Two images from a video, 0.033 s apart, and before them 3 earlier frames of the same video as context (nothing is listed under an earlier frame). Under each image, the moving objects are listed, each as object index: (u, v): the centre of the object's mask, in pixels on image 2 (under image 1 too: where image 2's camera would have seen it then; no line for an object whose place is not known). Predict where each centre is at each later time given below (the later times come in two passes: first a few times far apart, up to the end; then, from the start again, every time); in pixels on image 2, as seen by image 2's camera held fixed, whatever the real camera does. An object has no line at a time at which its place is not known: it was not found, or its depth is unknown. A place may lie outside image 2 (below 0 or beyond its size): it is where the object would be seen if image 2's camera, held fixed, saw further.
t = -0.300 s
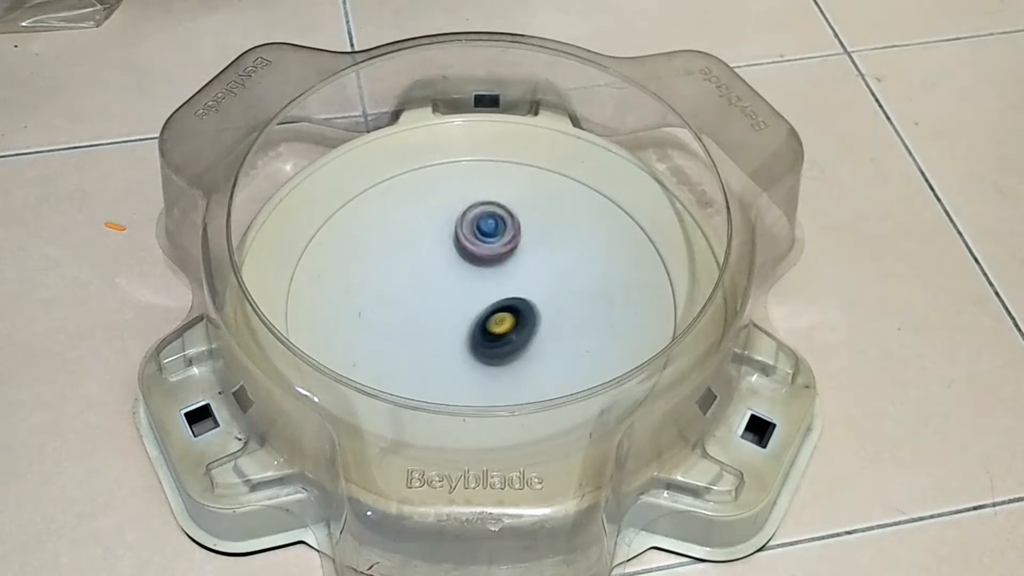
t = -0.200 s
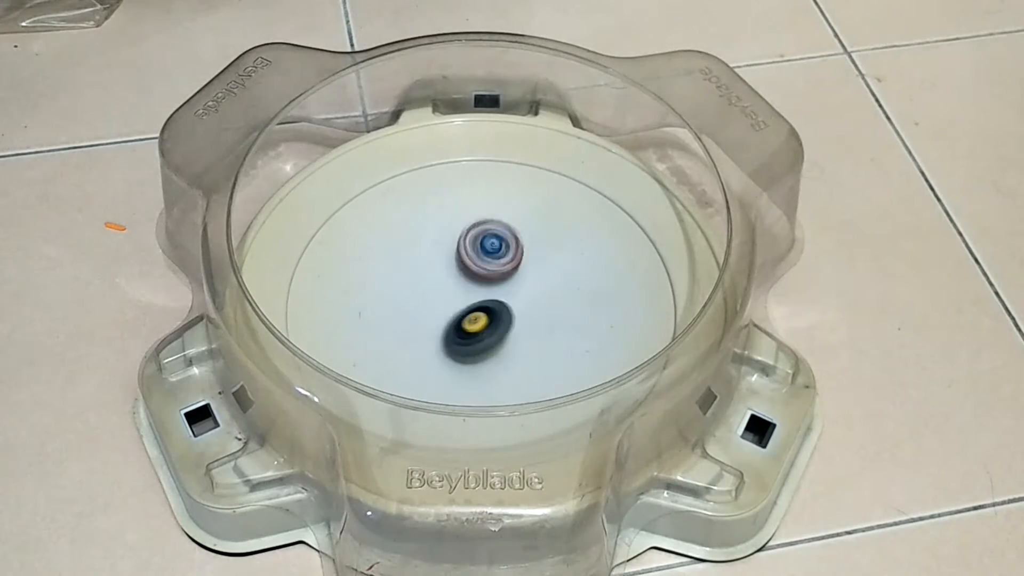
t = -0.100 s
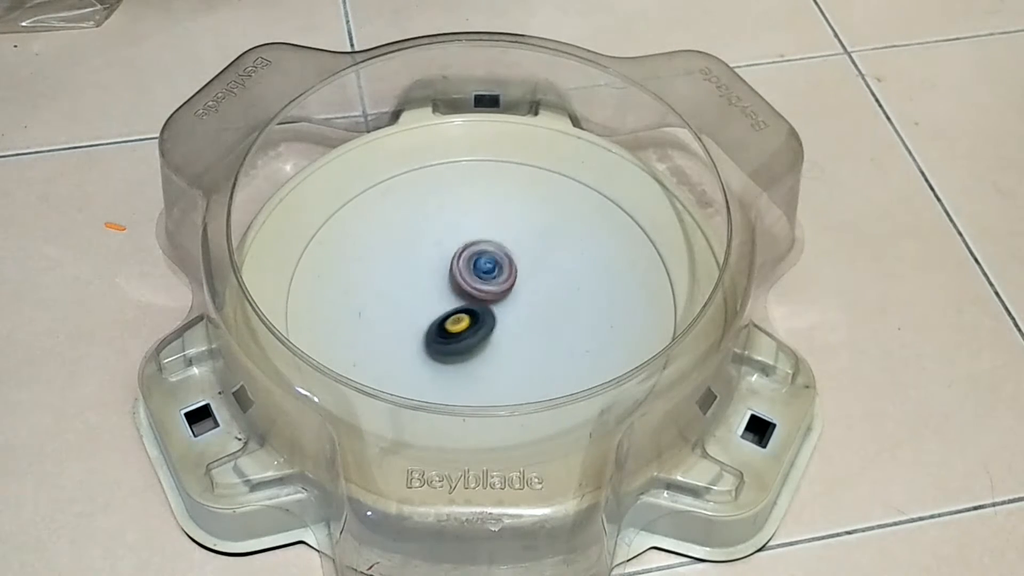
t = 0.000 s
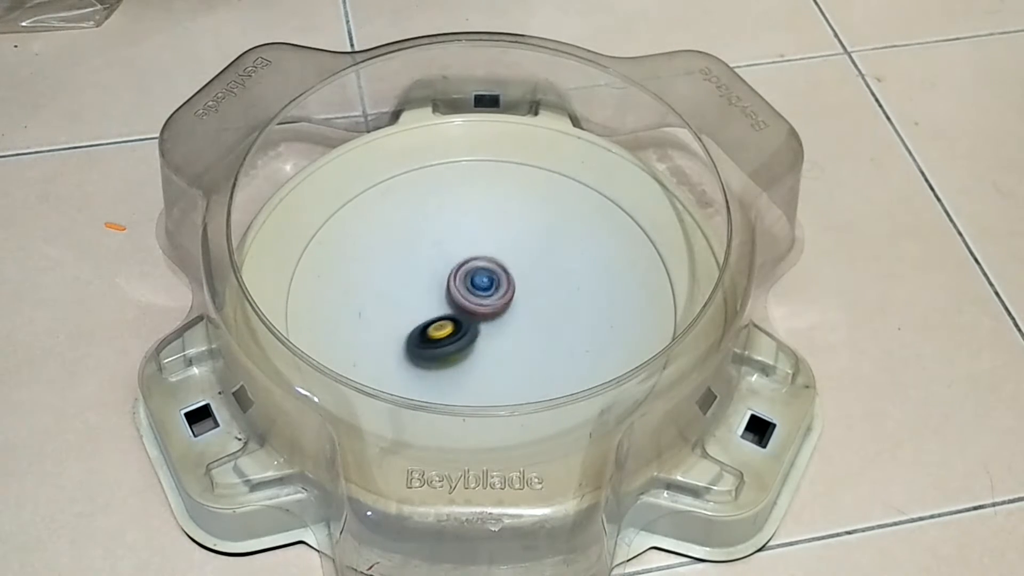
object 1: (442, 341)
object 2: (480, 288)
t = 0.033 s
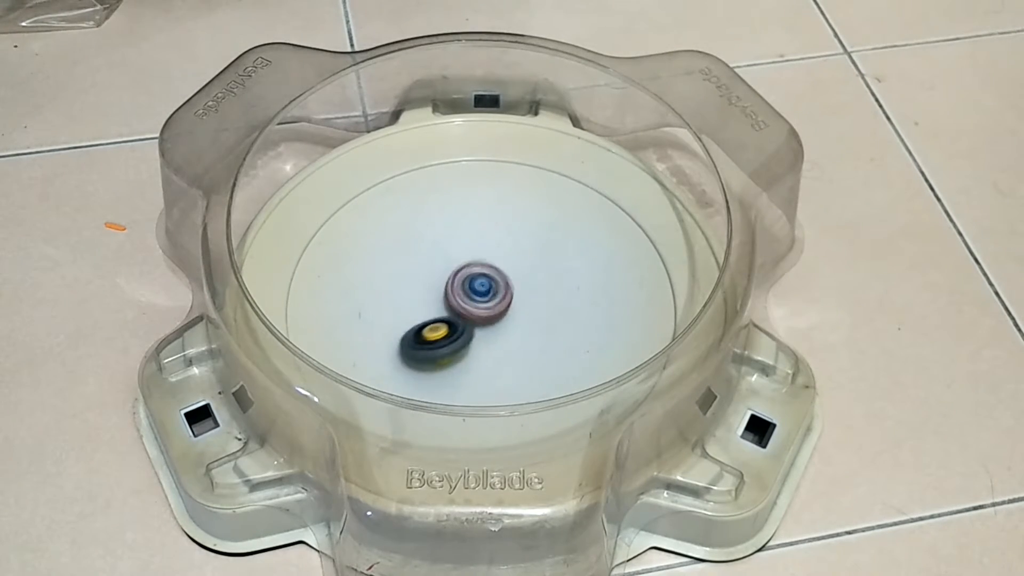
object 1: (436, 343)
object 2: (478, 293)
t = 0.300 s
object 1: (398, 358)
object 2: (473, 313)
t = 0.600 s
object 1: (421, 314)
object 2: (492, 303)
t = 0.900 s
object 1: (461, 265)
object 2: (533, 300)
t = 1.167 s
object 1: (484, 248)
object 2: (496, 309)
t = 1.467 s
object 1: (508, 246)
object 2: (446, 308)
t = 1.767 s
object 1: (547, 291)
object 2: (433, 291)
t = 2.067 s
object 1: (535, 329)
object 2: (458, 305)
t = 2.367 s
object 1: (544, 375)
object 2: (430, 270)
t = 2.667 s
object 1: (458, 339)
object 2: (474, 286)
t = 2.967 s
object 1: (413, 318)
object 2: (504, 260)
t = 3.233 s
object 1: (425, 277)
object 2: (517, 266)
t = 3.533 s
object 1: (469, 242)
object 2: (488, 307)
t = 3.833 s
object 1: (512, 254)
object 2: (479, 350)
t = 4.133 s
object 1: (539, 306)
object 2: (469, 347)
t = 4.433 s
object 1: (541, 344)
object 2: (475, 302)
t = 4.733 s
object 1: (490, 356)
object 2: (463, 265)
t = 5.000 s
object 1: (429, 341)
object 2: (473, 267)
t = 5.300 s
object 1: (406, 302)
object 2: (478, 308)
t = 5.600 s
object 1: (447, 264)
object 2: (493, 342)
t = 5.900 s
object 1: (497, 254)
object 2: (488, 340)
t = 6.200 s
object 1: (544, 275)
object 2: (481, 305)
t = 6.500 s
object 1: (557, 318)
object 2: (470, 278)
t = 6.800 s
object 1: (516, 359)
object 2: (481, 287)
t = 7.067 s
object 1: (456, 367)
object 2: (476, 307)
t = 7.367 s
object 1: (417, 327)
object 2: (483, 293)
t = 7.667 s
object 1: (431, 262)
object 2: (499, 277)
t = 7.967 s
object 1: (492, 234)
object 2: (495, 299)
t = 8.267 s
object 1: (538, 282)
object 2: (482, 329)
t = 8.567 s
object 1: (546, 346)
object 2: (466, 332)
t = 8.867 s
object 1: (481, 367)
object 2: (478, 303)
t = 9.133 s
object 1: (414, 334)
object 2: (491, 285)
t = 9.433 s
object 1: (465, 327)
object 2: (498, 276)
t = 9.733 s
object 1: (451, 374)
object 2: (500, 275)
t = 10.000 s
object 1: (472, 337)
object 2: (497, 295)
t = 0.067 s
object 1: (431, 346)
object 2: (477, 298)
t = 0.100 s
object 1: (422, 351)
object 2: (477, 301)
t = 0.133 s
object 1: (412, 357)
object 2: (478, 304)
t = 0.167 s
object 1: (406, 360)
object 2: (477, 305)
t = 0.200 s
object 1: (402, 362)
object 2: (476, 307)
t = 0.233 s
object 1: (400, 362)
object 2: (475, 309)
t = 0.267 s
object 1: (399, 361)
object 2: (473, 311)
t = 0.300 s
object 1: (398, 358)
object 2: (473, 313)
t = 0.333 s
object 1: (398, 355)
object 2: (471, 314)
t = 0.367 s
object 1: (399, 351)
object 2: (470, 316)
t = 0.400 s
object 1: (402, 346)
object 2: (469, 316)
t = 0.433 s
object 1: (405, 341)
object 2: (469, 316)
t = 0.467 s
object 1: (406, 334)
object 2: (473, 315)
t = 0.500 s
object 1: (406, 333)
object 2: (477, 313)
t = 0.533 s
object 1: (410, 327)
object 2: (482, 310)
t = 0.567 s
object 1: (415, 321)
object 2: (486, 306)
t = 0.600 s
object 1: (421, 314)
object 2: (492, 303)
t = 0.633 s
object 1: (427, 309)
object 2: (497, 300)
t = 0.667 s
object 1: (432, 302)
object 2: (503, 297)
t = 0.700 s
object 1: (438, 296)
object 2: (508, 295)
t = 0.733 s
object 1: (443, 290)
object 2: (515, 294)
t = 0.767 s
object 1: (446, 284)
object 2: (520, 293)
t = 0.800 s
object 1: (451, 279)
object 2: (525, 293)
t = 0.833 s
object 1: (455, 275)
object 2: (530, 295)
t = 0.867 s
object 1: (458, 269)
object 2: (532, 297)
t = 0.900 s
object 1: (461, 265)
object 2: (533, 300)
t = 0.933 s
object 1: (463, 261)
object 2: (533, 302)
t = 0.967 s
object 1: (467, 258)
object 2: (531, 304)
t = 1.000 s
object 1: (470, 255)
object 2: (528, 307)
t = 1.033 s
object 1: (474, 253)
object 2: (523, 310)
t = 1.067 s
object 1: (477, 251)
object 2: (516, 312)
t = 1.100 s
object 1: (479, 250)
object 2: (509, 311)
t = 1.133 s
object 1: (481, 249)
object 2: (502, 311)
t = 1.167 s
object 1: (484, 248)
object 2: (496, 309)
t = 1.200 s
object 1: (487, 247)
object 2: (490, 308)
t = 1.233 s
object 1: (490, 244)
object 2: (485, 312)
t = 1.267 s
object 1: (493, 241)
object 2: (479, 314)
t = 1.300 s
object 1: (496, 238)
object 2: (473, 315)
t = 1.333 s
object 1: (499, 238)
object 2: (467, 315)
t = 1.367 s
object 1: (501, 238)
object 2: (460, 314)
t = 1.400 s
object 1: (504, 240)
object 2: (455, 313)
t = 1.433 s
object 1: (507, 243)
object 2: (450, 310)
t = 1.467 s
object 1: (508, 246)
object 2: (446, 308)
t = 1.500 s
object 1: (510, 251)
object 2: (444, 304)
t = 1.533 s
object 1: (510, 257)
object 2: (442, 300)
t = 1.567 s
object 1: (511, 263)
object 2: (443, 296)
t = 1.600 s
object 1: (513, 270)
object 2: (445, 293)
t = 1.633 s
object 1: (521, 276)
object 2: (440, 292)
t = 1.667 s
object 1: (530, 280)
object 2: (436, 291)
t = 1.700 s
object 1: (537, 284)
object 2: (433, 291)
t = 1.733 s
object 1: (543, 288)
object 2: (433, 292)
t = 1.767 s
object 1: (547, 291)
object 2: (433, 291)
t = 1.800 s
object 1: (550, 295)
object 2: (433, 292)
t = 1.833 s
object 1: (551, 298)
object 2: (435, 293)
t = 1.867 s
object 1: (552, 303)
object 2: (437, 293)
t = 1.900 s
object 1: (551, 307)
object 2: (440, 294)
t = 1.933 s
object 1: (549, 312)
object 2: (443, 296)
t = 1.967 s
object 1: (546, 317)
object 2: (446, 298)
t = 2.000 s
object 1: (543, 320)
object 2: (449, 300)
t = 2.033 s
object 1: (539, 325)
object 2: (454, 302)
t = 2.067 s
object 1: (535, 329)
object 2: (458, 305)
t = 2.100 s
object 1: (530, 334)
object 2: (464, 308)
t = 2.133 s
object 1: (533, 340)
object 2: (458, 304)
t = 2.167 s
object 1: (542, 351)
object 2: (447, 296)
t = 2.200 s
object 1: (549, 360)
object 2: (439, 291)
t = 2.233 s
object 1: (553, 367)
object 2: (433, 287)
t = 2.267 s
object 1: (555, 371)
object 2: (431, 283)
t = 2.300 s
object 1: (554, 373)
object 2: (429, 278)
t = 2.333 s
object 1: (550, 374)
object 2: (428, 274)
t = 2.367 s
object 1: (544, 375)
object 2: (430, 270)
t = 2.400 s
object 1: (537, 375)
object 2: (432, 267)
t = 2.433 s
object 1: (529, 374)
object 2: (438, 266)
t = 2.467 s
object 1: (520, 372)
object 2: (444, 265)
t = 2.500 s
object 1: (510, 367)
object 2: (450, 267)
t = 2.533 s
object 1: (500, 363)
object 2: (456, 270)
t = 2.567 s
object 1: (490, 357)
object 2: (460, 273)
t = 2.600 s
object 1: (480, 351)
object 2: (465, 277)
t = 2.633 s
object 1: (469, 345)
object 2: (471, 282)
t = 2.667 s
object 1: (458, 339)
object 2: (474, 286)
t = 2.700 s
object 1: (448, 335)
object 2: (480, 285)
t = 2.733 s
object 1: (439, 335)
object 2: (484, 283)
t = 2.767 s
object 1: (431, 336)
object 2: (486, 280)
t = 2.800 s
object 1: (425, 335)
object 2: (490, 277)
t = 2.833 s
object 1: (422, 333)
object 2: (491, 274)
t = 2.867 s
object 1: (419, 330)
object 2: (494, 271)
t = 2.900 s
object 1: (417, 326)
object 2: (498, 267)
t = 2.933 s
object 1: (414, 322)
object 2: (501, 263)
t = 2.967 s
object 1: (413, 318)
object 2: (504, 260)
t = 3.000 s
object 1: (412, 313)
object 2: (508, 256)
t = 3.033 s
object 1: (413, 308)
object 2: (512, 254)
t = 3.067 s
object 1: (414, 304)
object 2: (515, 253)
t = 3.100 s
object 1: (415, 298)
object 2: (517, 254)
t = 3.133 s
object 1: (417, 293)
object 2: (518, 256)
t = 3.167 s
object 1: (419, 288)
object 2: (519, 258)
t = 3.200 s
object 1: (422, 283)
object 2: (518, 261)
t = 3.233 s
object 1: (425, 277)
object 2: (517, 266)
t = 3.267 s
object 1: (429, 272)
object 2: (515, 270)
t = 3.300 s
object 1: (434, 268)
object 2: (512, 275)
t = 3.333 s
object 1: (438, 263)
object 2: (509, 280)
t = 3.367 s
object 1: (443, 259)
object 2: (506, 284)
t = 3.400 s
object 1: (447, 255)
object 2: (502, 289)
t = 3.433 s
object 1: (452, 251)
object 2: (498, 293)
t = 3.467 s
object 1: (457, 248)
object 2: (495, 297)
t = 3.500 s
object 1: (463, 244)
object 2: (491, 302)
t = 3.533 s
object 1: (469, 242)
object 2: (488, 307)
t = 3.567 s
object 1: (475, 242)
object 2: (486, 313)
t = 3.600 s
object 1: (480, 241)
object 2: (484, 318)
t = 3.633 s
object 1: (486, 241)
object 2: (483, 323)
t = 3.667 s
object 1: (491, 241)
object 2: (481, 327)
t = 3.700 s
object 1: (496, 242)
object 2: (481, 333)
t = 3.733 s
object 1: (500, 245)
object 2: (480, 337)
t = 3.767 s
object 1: (504, 248)
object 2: (479, 342)
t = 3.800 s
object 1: (509, 251)
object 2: (480, 347)
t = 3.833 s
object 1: (512, 254)
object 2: (479, 350)
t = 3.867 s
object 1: (515, 259)
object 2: (479, 354)
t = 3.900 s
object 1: (519, 264)
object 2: (478, 358)
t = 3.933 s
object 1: (522, 270)
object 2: (476, 360)
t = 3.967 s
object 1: (525, 276)
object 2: (473, 362)
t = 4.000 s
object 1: (528, 283)
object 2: (472, 361)
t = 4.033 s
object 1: (532, 289)
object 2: (470, 359)
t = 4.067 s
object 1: (534, 295)
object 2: (468, 356)
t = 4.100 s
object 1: (536, 300)
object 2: (468, 352)
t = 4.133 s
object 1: (539, 306)
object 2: (469, 347)
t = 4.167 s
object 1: (541, 312)
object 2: (469, 342)
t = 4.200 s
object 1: (543, 317)
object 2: (472, 338)
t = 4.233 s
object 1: (544, 323)
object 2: (473, 332)
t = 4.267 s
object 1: (545, 327)
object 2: (475, 328)
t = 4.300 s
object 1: (544, 331)
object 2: (477, 323)
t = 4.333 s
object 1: (544, 335)
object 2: (477, 318)
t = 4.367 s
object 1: (544, 338)
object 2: (476, 313)
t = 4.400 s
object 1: (543, 341)
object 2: (476, 307)
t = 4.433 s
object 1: (541, 344)
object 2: (475, 302)
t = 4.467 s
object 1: (538, 347)
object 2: (474, 298)
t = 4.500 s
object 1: (534, 349)
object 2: (473, 294)
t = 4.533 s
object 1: (529, 352)
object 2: (472, 289)
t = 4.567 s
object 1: (524, 354)
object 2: (470, 285)
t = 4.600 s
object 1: (518, 355)
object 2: (469, 281)
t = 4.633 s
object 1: (511, 356)
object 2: (467, 276)
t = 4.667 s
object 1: (505, 357)
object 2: (465, 272)
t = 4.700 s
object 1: (497, 357)
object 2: (464, 269)
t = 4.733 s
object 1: (490, 356)
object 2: (463, 265)
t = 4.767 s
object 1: (482, 355)
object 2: (463, 262)
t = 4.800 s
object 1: (474, 354)
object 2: (464, 259)
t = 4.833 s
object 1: (466, 352)
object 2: (465, 258)
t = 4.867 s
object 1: (458, 350)
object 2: (467, 259)
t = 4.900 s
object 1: (451, 348)
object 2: (469, 260)
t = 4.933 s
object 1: (443, 345)
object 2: (470, 261)
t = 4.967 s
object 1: (436, 343)
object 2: (470, 264)
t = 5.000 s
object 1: (429, 341)
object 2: (473, 267)
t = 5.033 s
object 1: (423, 338)
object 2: (474, 271)
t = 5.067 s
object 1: (418, 334)
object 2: (474, 275)
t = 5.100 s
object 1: (413, 329)
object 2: (476, 280)
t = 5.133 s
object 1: (410, 325)
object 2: (476, 284)
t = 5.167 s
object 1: (407, 320)
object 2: (476, 289)
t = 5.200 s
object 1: (405, 316)
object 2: (477, 294)
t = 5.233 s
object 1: (404, 312)
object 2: (478, 298)
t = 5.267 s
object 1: (405, 307)
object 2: (477, 302)
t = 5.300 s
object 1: (406, 302)
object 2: (478, 308)
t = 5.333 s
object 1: (408, 299)
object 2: (480, 312)
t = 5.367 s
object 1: (411, 295)
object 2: (480, 315)
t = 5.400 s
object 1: (415, 290)
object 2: (482, 320)
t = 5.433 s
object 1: (419, 285)
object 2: (485, 324)
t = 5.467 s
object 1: (424, 281)
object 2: (486, 327)
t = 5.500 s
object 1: (429, 277)
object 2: (487, 331)
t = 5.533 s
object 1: (435, 272)
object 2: (491, 335)
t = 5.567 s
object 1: (441, 268)
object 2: (492, 338)
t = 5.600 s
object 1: (447, 264)
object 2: (493, 342)
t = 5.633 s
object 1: (453, 261)
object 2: (494, 345)
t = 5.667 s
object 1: (459, 259)
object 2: (494, 347)
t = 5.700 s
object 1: (464, 256)
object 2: (493, 349)
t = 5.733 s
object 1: (470, 255)
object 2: (492, 349)
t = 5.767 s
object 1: (476, 254)
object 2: (491, 348)
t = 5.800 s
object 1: (481, 253)
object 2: (489, 347)
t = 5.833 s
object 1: (486, 253)
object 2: (490, 346)
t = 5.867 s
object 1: (492, 253)
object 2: (490, 343)
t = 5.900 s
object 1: (497, 254)
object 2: (488, 340)
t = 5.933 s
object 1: (503, 254)
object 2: (487, 337)
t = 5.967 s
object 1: (508, 255)
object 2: (487, 332)
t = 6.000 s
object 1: (514, 256)
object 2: (486, 327)
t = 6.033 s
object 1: (519, 259)
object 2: (485, 323)
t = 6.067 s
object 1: (524, 261)
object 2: (485, 320)
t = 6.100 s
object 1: (529, 264)
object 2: (485, 315)
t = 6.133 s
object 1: (534, 268)
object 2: (484, 311)
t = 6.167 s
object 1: (539, 271)
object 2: (482, 308)
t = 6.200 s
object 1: (544, 275)
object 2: (481, 305)
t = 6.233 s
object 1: (548, 279)
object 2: (479, 300)
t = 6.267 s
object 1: (551, 283)
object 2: (477, 297)
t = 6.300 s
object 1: (554, 288)
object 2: (476, 295)
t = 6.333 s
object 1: (556, 293)
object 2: (475, 291)
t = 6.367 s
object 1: (558, 298)
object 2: (473, 287)
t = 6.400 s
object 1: (558, 303)
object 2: (473, 285)
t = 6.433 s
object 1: (559, 308)
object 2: (472, 281)
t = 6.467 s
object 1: (558, 313)
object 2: (471, 279)
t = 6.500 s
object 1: (557, 318)
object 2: (470, 278)
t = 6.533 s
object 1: (556, 324)
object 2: (471, 275)
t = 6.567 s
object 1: (553, 329)
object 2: (472, 274)
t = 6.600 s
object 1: (550, 334)
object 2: (473, 274)
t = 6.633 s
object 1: (546, 339)
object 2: (475, 274)
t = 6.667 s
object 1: (541, 344)
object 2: (478, 275)
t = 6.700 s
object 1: (536, 348)
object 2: (479, 277)
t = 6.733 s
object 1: (530, 352)
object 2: (481, 281)
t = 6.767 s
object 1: (523, 356)
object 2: (481, 284)
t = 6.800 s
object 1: (516, 359)
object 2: (481, 287)
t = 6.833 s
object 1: (509, 361)
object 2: (481, 292)
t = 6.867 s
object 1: (501, 364)
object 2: (481, 296)
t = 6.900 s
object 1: (493, 365)
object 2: (480, 299)
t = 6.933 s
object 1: (485, 365)
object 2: (479, 301)
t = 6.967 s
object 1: (478, 365)
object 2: (478, 306)
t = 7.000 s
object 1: (470, 364)
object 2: (477, 310)
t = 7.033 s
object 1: (462, 365)
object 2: (477, 309)
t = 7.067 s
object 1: (456, 367)
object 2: (476, 307)
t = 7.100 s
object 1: (450, 366)
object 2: (476, 306)
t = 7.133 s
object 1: (446, 364)
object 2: (476, 304)
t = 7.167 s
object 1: (442, 360)
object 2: (475, 303)
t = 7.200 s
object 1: (439, 355)
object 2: (475, 304)
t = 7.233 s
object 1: (436, 349)
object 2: (476, 303)
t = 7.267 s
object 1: (433, 343)
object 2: (476, 300)
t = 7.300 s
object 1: (427, 337)
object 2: (478, 298)
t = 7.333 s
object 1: (421, 333)
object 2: (480, 295)
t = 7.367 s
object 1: (417, 327)
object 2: (483, 293)
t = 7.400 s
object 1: (414, 321)
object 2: (486, 290)
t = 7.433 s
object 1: (412, 315)
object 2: (488, 287)
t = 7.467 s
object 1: (412, 307)
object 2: (491, 285)
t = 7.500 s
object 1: (413, 299)
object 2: (493, 283)
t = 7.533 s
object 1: (415, 291)
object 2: (494, 281)
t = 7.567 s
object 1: (418, 283)
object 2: (496, 281)
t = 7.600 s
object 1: (422, 276)
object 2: (497, 280)
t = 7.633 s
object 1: (426, 269)
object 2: (497, 278)
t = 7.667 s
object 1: (431, 262)
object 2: (499, 277)
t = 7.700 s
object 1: (437, 256)
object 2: (501, 278)
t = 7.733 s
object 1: (443, 250)
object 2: (501, 278)
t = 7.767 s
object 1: (450, 245)
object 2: (501, 280)
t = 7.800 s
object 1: (456, 241)
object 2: (501, 282)
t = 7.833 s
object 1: (463, 237)
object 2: (500, 284)
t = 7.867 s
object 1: (470, 234)
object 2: (499, 288)
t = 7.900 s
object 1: (477, 232)
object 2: (498, 291)
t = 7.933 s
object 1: (485, 232)
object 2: (497, 295)
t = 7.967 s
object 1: (492, 234)
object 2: (495, 299)
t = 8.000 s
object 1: (498, 237)
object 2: (494, 303)
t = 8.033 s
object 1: (504, 240)
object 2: (492, 306)
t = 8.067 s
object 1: (510, 244)
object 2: (491, 310)
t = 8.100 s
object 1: (515, 249)
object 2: (490, 313)
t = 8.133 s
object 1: (520, 255)
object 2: (488, 316)
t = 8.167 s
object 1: (525, 261)
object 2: (487, 320)
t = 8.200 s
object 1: (530, 269)
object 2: (485, 324)
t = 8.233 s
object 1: (534, 275)
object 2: (484, 326)
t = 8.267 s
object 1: (538, 282)
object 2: (482, 329)
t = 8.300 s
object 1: (542, 291)
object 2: (481, 333)
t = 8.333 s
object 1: (545, 299)
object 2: (479, 335)
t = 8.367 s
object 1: (548, 306)
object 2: (476, 336)
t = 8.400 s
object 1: (550, 312)
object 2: (475, 338)
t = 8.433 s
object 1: (551, 320)
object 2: (472, 338)
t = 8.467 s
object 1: (551, 327)
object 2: (469, 337)
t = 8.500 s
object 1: (550, 335)
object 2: (467, 336)
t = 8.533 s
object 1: (549, 341)
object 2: (467, 335)
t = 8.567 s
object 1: (546, 346)
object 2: (466, 332)
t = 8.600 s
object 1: (542, 352)
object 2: (465, 329)
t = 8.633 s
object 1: (537, 357)
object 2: (465, 327)
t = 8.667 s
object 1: (532, 362)
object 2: (467, 323)
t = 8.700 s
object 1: (525, 365)
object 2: (468, 319)
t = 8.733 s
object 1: (518, 367)
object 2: (470, 315)
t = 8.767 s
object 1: (509, 369)
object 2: (472, 313)
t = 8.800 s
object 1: (499, 369)
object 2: (474, 310)
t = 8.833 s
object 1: (491, 369)
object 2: (476, 306)
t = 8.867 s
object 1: (481, 367)
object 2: (478, 303)
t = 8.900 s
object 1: (471, 363)
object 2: (480, 301)
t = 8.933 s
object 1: (461, 359)
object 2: (482, 298)
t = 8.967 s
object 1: (450, 356)
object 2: (484, 295)
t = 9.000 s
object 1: (440, 352)
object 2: (486, 292)
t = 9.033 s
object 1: (432, 346)
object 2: (488, 290)
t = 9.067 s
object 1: (423, 343)
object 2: (490, 288)
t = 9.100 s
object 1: (418, 337)
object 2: (491, 286)
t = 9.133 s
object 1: (414, 334)
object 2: (491, 285)
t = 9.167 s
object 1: (413, 331)
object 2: (493, 285)
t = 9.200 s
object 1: (415, 328)
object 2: (494, 284)
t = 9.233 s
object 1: (419, 330)
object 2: (493, 283)
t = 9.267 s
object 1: (429, 324)
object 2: (493, 283)
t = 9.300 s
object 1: (439, 324)
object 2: (494, 283)
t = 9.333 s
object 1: (450, 324)
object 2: (495, 281)
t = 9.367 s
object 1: (458, 317)
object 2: (498, 277)
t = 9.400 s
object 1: (462, 315)
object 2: (499, 276)
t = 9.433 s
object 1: (465, 327)
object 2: (498, 276)
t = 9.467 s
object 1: (459, 338)
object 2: (500, 271)
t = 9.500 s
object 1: (454, 345)
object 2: (501, 267)
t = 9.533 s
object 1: (449, 354)
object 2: (501, 266)
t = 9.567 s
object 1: (445, 359)
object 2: (503, 267)
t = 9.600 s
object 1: (443, 365)
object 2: (504, 268)
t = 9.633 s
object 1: (444, 367)
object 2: (504, 268)
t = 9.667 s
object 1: (446, 369)
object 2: (502, 269)
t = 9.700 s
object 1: (449, 375)
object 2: (501, 271)
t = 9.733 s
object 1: (451, 374)
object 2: (500, 275)
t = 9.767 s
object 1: (454, 374)
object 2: (498, 279)
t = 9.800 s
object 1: (456, 372)
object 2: (496, 282)
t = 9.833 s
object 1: (460, 367)
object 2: (494, 285)
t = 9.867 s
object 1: (463, 361)
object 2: (493, 289)
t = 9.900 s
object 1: (465, 355)
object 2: (493, 293)
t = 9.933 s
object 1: (468, 349)
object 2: (494, 295)
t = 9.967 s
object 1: (470, 342)
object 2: (496, 295)
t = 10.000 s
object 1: (472, 337)
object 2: (497, 295)
